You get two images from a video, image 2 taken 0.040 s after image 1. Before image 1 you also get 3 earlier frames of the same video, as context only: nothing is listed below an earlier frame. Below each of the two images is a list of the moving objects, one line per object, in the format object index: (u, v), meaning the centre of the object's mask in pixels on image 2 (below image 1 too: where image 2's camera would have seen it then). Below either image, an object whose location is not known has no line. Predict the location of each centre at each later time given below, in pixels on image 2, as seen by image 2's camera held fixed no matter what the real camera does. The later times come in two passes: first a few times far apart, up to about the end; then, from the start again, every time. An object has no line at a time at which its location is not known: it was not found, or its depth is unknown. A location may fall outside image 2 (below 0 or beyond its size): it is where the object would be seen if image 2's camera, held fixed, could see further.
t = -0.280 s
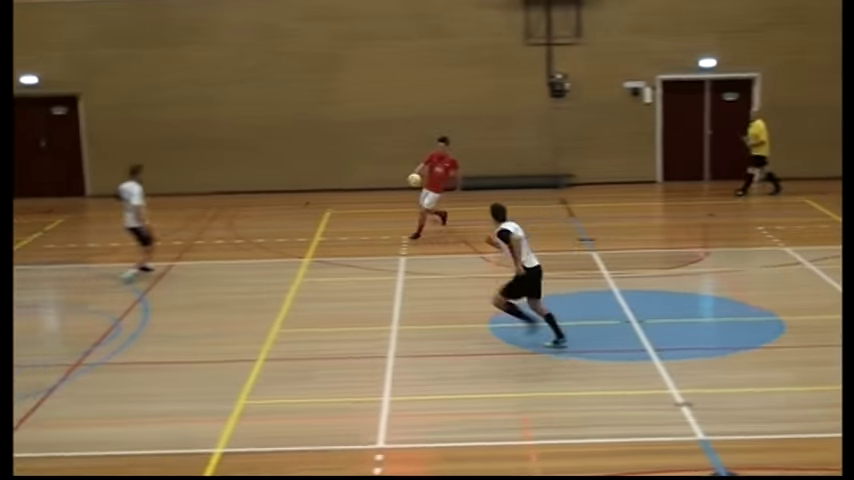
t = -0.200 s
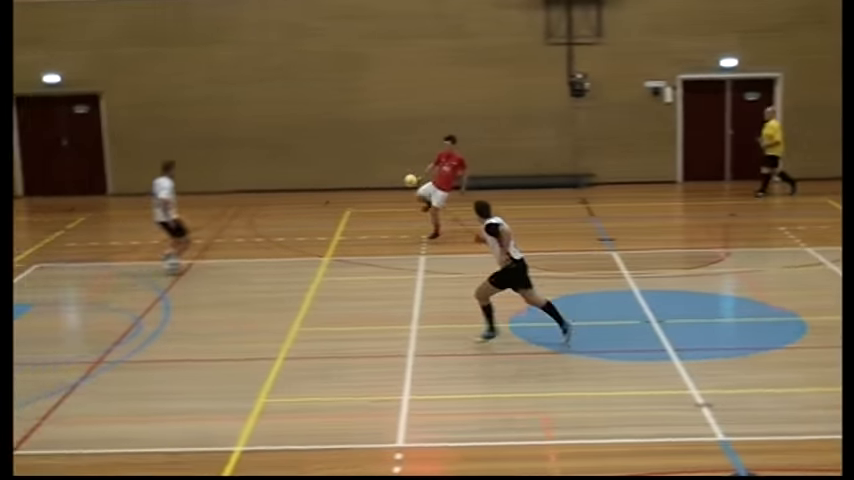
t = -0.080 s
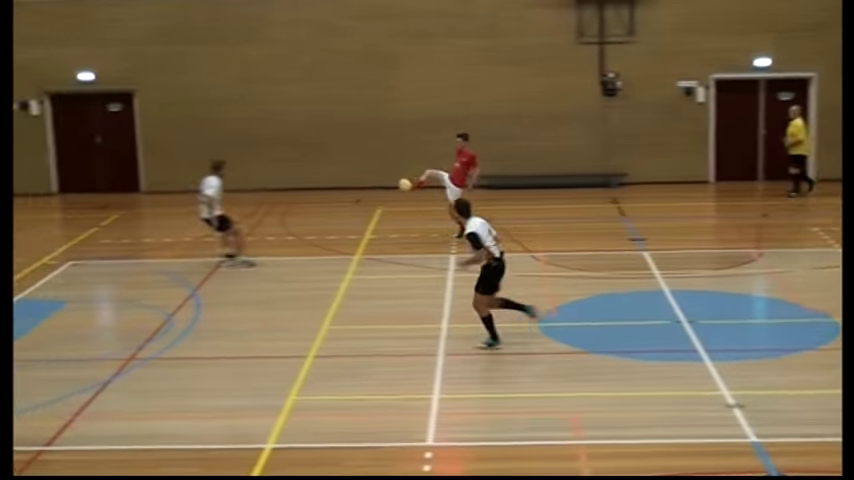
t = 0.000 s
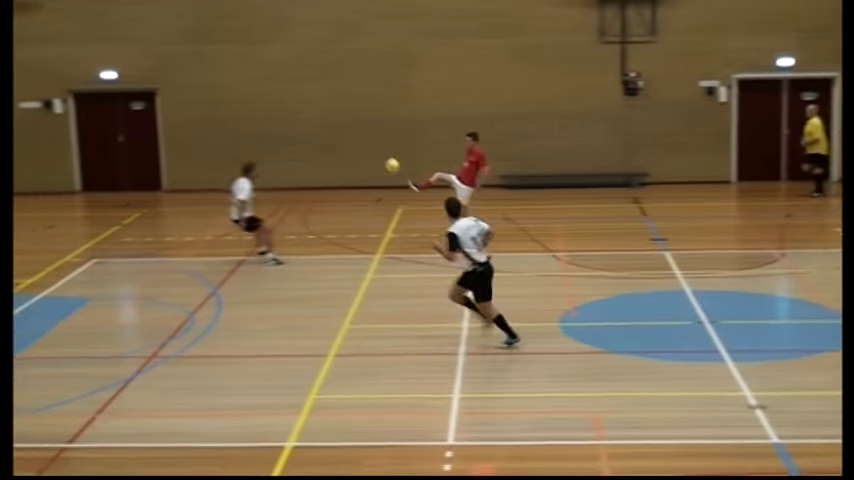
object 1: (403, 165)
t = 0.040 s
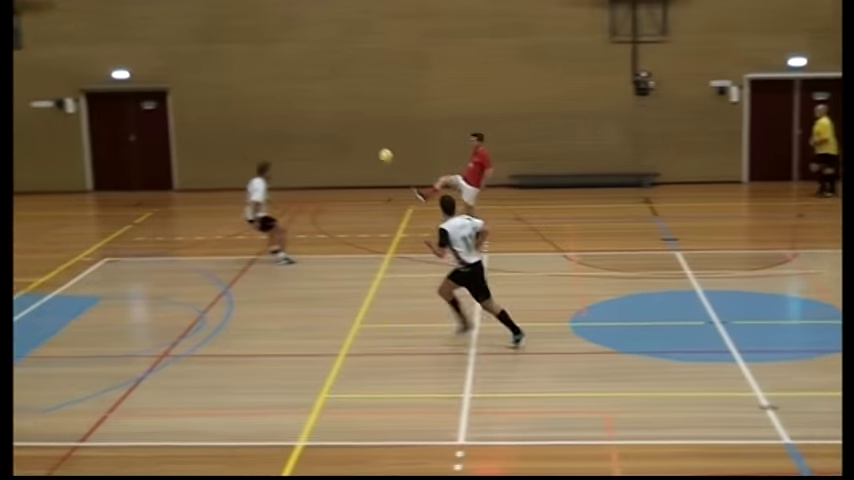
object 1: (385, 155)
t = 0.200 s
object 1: (310, 129)
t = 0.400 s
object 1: (198, 119)
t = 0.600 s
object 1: (70, 140)
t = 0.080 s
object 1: (367, 148)
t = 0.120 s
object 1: (349, 140)
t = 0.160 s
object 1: (330, 134)
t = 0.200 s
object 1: (310, 129)
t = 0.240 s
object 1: (289, 125)
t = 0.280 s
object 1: (268, 122)
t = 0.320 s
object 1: (245, 119)
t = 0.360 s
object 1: (222, 119)
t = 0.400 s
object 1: (198, 119)
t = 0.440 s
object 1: (173, 121)
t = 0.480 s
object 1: (147, 123)
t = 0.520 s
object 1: (122, 128)
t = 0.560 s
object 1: (95, 134)
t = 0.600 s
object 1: (70, 140)
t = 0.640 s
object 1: (44, 150)
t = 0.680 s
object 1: (18, 162)
